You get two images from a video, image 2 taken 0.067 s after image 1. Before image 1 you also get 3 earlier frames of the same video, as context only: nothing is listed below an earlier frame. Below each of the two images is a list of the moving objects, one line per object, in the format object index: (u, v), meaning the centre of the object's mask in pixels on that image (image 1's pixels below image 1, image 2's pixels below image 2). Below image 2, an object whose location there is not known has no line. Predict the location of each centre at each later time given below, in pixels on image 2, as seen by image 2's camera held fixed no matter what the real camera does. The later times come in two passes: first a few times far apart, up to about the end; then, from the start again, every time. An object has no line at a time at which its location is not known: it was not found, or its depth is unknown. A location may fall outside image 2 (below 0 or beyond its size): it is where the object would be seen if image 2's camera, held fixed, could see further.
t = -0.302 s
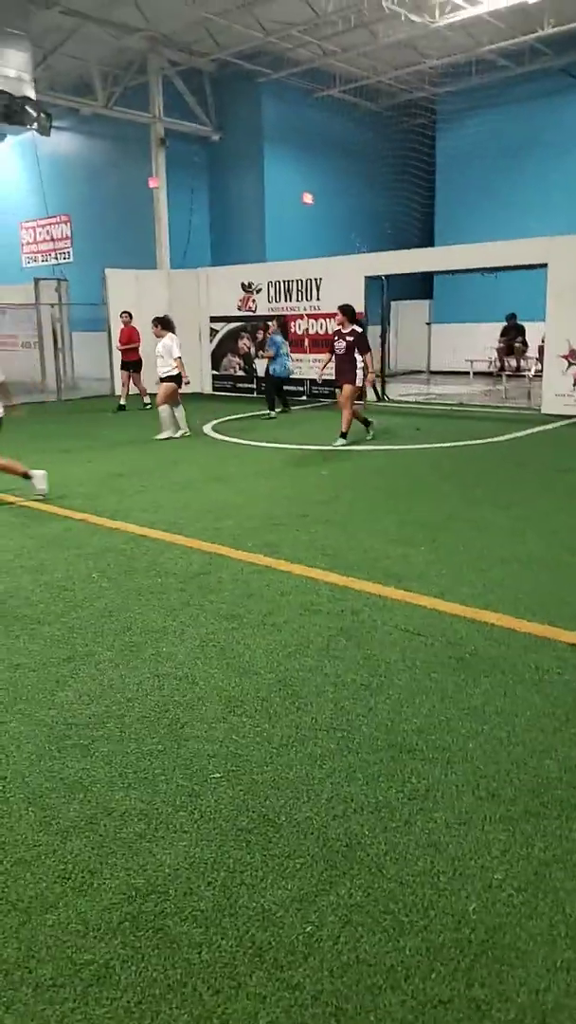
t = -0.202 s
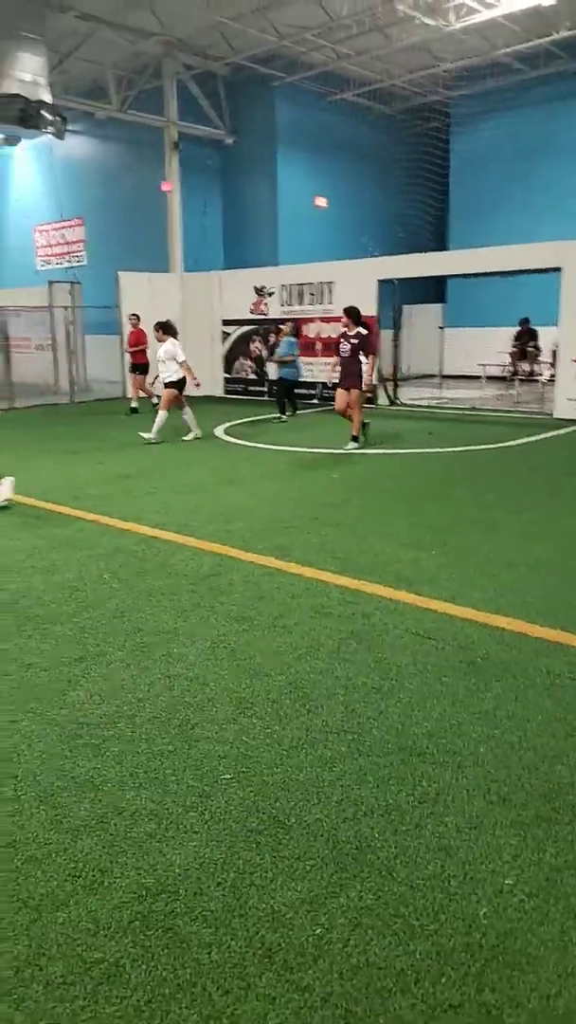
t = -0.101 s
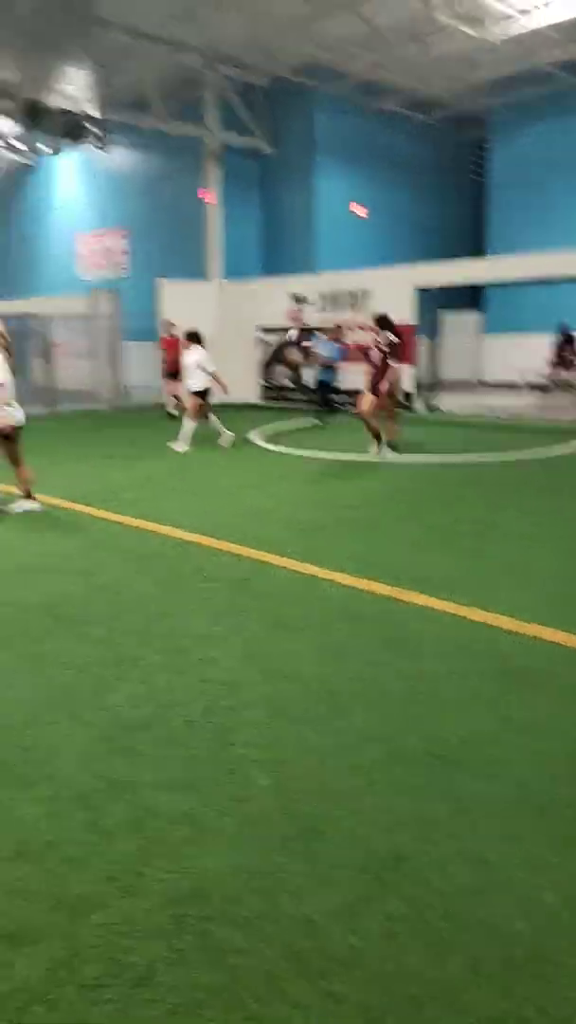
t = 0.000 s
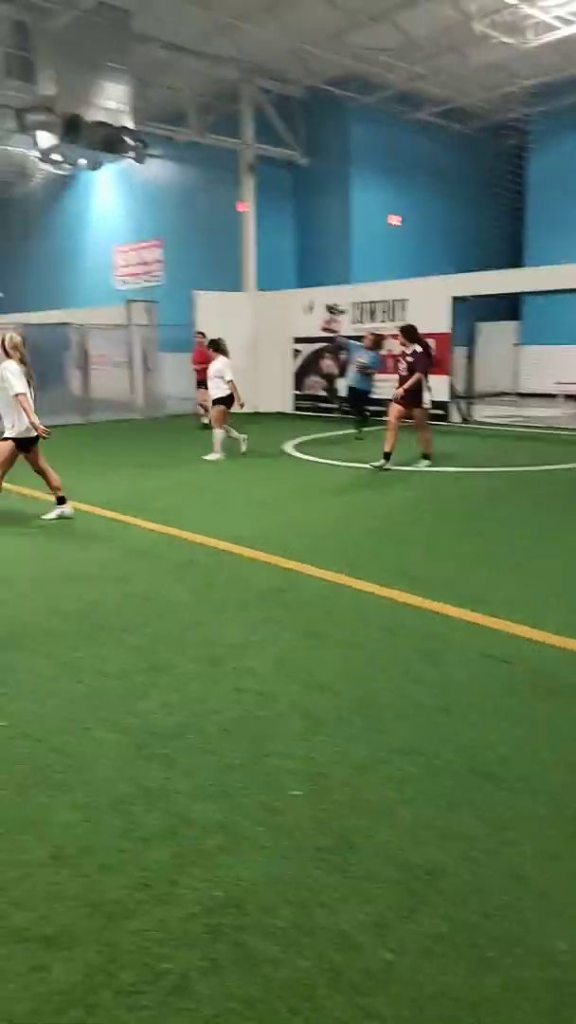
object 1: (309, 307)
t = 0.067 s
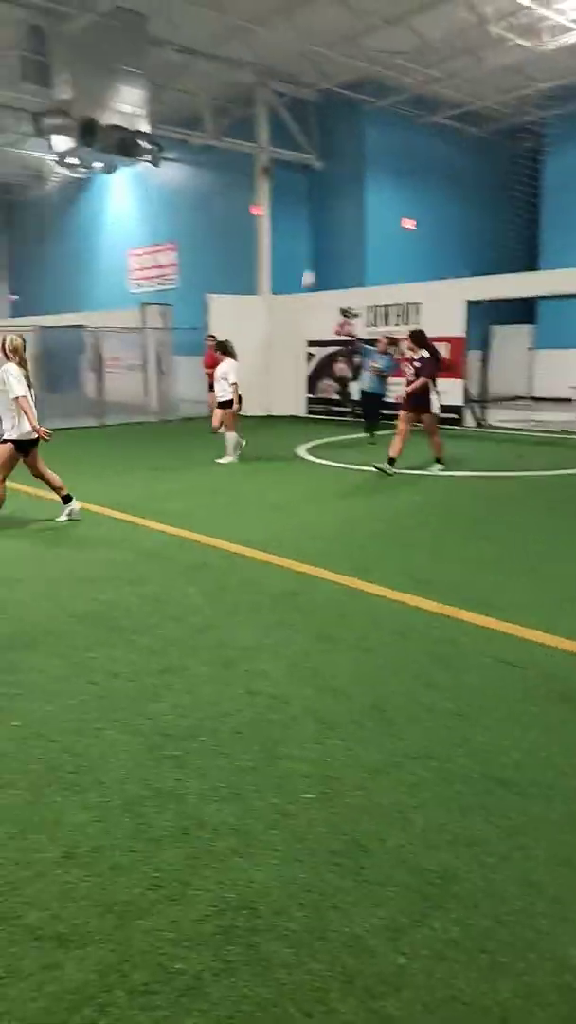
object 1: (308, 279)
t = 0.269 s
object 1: (264, 197)
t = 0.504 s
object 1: (184, 115)
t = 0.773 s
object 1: (14, 71)
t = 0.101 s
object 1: (302, 265)
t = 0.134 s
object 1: (295, 251)
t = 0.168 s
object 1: (288, 238)
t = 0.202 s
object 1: (279, 224)
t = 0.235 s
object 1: (273, 210)
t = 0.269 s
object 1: (264, 197)
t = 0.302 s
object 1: (255, 186)
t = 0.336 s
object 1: (244, 173)
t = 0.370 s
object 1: (234, 161)
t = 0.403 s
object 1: (227, 148)
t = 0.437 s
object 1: (213, 136)
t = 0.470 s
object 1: (199, 125)
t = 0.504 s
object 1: (184, 115)
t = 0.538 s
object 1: (169, 105)
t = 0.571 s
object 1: (152, 97)
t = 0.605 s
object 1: (133, 91)
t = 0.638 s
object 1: (112, 85)
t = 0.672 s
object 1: (92, 77)
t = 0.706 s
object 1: (69, 74)
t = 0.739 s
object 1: (42, 70)
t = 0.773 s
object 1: (14, 71)
